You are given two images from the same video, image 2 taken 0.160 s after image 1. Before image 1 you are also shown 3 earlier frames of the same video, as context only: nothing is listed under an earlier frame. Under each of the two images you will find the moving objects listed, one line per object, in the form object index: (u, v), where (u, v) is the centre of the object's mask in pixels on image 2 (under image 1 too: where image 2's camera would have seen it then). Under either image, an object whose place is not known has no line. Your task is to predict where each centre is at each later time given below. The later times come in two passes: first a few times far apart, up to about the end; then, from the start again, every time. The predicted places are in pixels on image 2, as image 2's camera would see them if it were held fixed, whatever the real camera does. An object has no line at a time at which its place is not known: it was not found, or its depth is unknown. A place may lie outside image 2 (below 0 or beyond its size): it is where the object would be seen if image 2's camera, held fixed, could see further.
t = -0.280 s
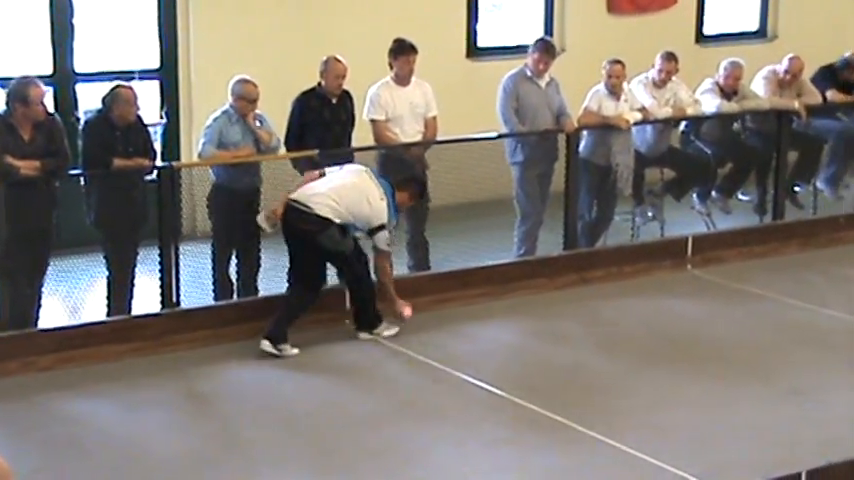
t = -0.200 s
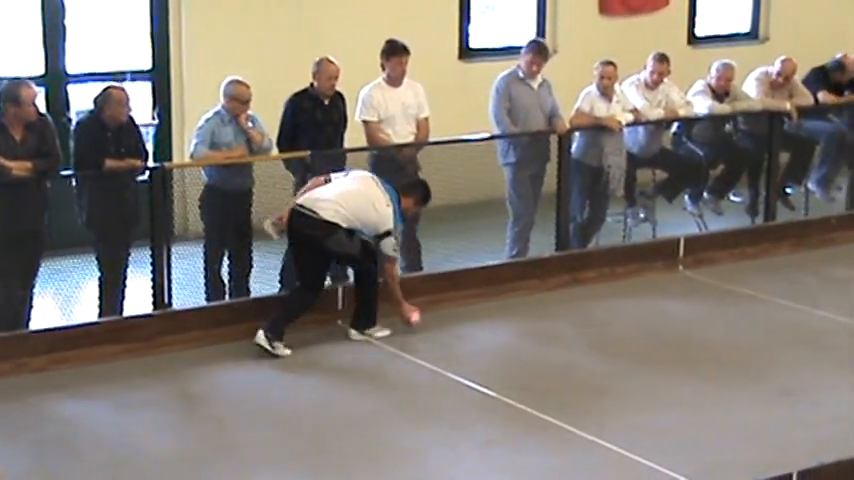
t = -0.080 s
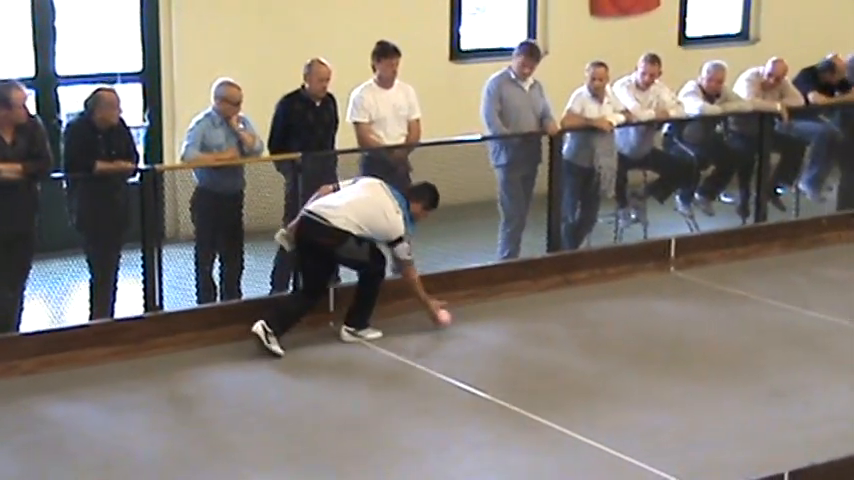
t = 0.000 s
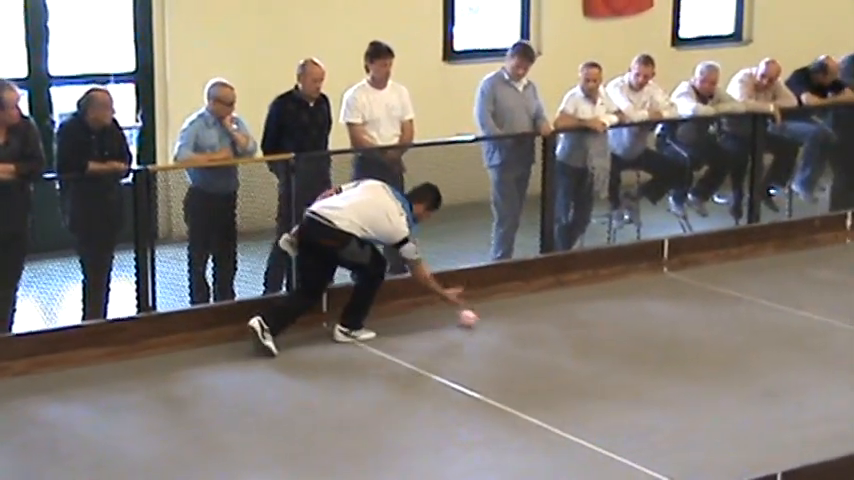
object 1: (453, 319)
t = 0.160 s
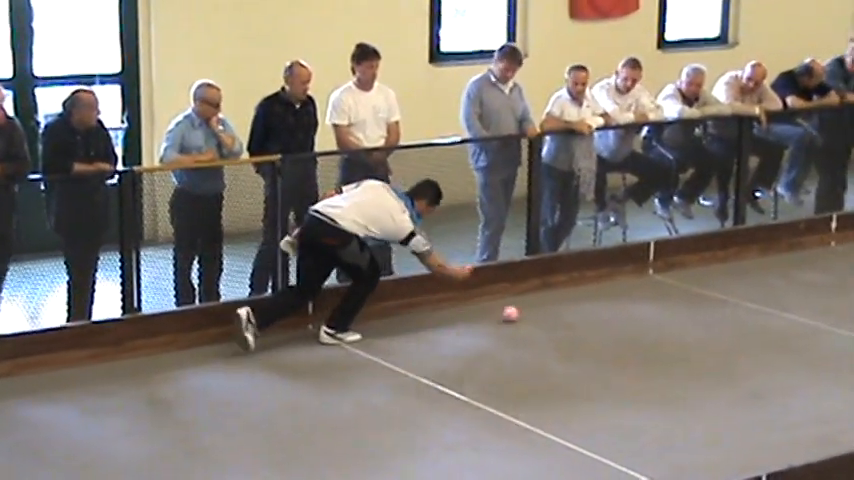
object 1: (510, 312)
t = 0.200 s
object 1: (522, 310)
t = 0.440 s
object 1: (594, 301)
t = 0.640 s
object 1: (650, 294)
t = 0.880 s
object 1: (714, 285)
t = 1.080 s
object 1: (765, 278)
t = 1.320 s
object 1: (822, 271)
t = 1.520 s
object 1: (867, 266)
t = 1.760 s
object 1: (918, 259)
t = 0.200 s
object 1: (522, 310)
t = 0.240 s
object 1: (535, 309)
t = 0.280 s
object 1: (547, 307)
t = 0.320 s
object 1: (559, 306)
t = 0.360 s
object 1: (571, 304)
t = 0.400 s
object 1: (582, 303)
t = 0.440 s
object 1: (594, 301)
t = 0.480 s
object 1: (606, 300)
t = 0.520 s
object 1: (617, 298)
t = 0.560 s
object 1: (628, 297)
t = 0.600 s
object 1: (639, 295)
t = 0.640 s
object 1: (650, 294)
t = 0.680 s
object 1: (662, 293)
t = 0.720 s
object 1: (672, 292)
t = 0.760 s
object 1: (683, 290)
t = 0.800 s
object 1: (693, 288)
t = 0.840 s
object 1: (703, 287)
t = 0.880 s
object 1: (714, 285)
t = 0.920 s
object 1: (724, 284)
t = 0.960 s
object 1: (734, 283)
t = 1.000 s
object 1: (744, 281)
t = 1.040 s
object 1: (754, 280)
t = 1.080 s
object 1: (765, 278)
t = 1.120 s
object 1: (774, 277)
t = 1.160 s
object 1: (784, 276)
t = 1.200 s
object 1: (793, 275)
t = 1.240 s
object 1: (803, 273)
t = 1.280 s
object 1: (812, 273)
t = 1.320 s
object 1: (822, 271)
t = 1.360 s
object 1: (831, 270)
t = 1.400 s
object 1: (840, 269)
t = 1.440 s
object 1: (849, 268)
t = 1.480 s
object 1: (858, 267)
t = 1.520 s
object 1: (867, 266)
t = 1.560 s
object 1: (876, 264)
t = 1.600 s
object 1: (884, 263)
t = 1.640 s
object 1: (893, 262)
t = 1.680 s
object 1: (902, 261)
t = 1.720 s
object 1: (910, 260)
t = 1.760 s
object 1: (918, 259)
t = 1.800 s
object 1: (927, 257)
